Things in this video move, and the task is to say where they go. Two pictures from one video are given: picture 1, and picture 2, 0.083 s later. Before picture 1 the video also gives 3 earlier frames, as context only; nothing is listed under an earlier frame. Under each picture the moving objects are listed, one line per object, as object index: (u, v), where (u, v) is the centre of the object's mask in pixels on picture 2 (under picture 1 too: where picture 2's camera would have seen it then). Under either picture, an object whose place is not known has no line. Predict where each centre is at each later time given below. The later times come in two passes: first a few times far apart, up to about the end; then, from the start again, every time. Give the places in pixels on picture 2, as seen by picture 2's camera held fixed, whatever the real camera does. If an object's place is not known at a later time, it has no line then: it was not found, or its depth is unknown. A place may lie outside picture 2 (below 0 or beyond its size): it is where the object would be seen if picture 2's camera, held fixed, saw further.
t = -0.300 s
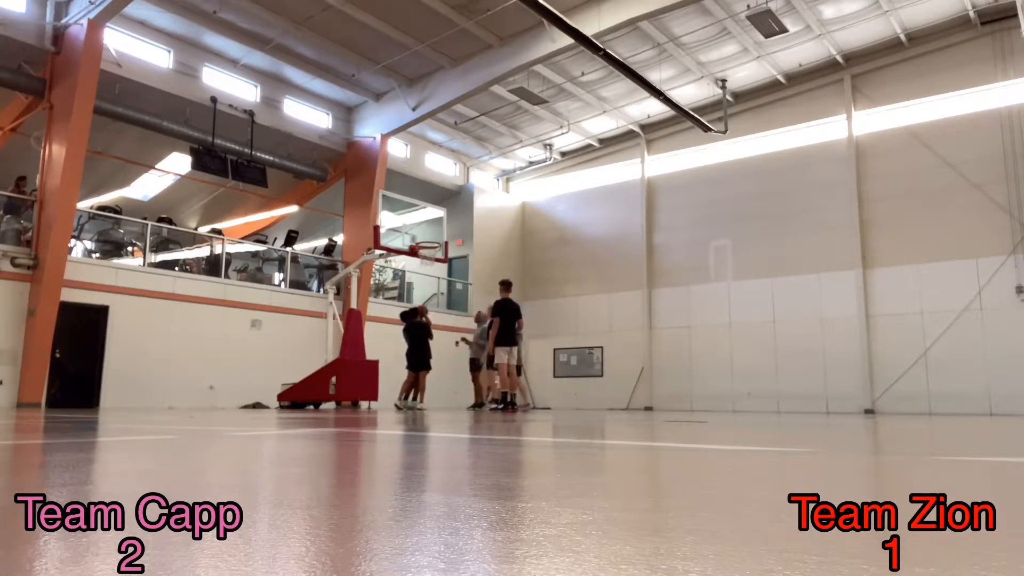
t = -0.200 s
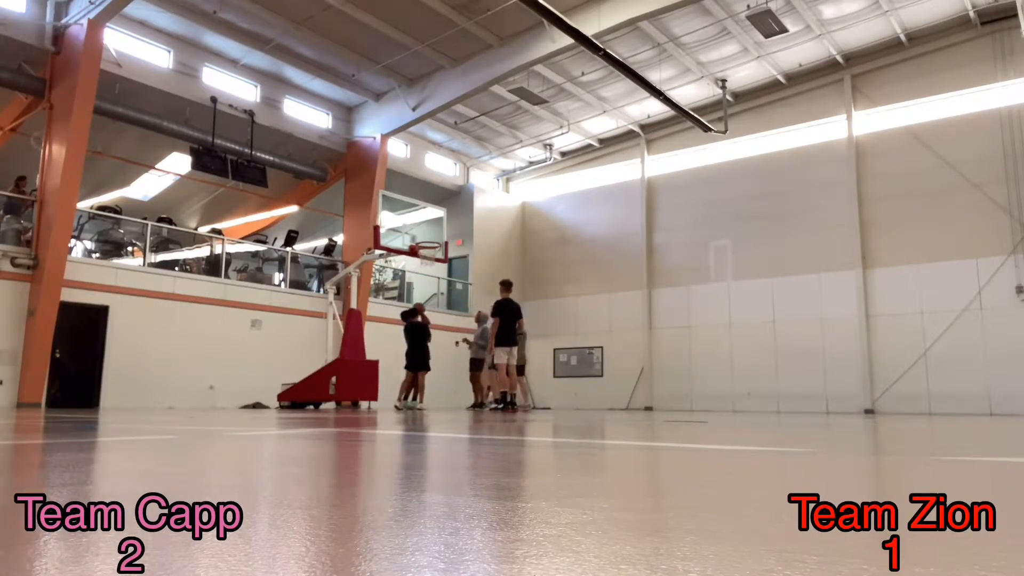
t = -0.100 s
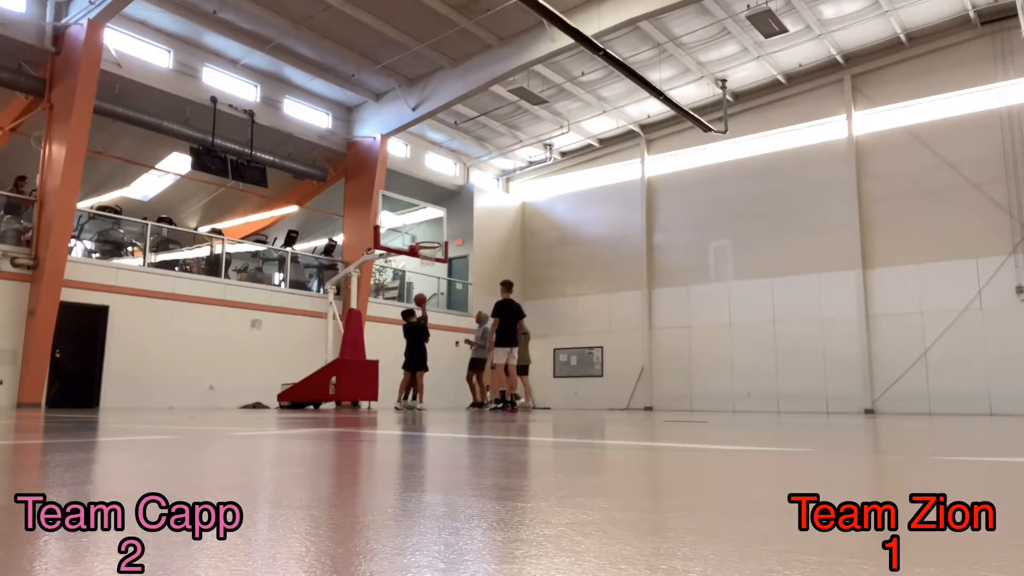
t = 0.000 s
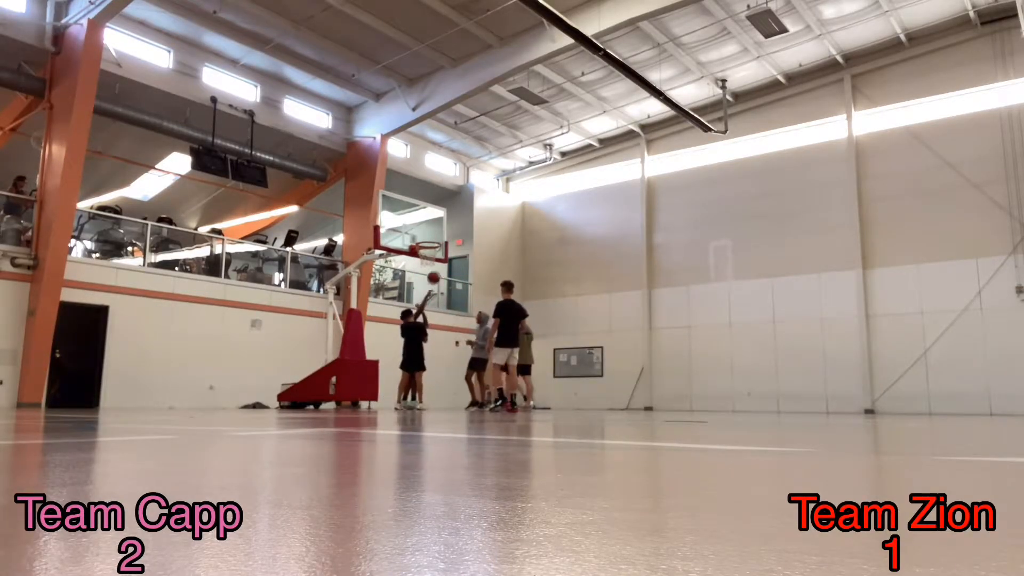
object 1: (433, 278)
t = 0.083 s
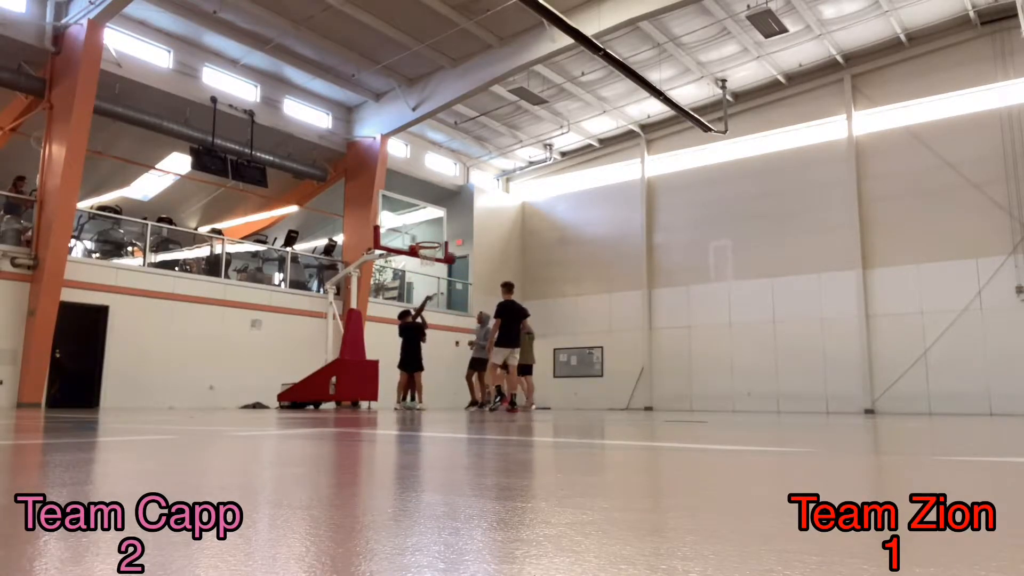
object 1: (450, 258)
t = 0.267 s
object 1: (485, 229)
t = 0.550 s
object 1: (542, 219)
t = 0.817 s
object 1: (598, 248)
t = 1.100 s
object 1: (662, 327)
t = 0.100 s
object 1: (453, 255)
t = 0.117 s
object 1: (456, 252)
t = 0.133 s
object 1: (459, 249)
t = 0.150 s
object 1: (462, 246)
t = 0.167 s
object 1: (466, 243)
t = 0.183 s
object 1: (469, 241)
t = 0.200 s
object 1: (472, 238)
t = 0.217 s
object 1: (475, 236)
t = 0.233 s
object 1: (479, 234)
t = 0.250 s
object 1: (482, 232)
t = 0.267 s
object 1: (485, 229)
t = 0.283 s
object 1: (489, 228)
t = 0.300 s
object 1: (492, 226)
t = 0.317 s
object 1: (495, 224)
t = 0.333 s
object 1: (498, 223)
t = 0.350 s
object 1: (502, 222)
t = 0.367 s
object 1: (505, 221)
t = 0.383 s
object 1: (509, 220)
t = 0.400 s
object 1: (512, 219)
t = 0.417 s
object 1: (515, 218)
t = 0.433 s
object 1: (518, 218)
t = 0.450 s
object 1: (522, 218)
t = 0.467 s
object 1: (525, 217)
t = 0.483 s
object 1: (528, 217)
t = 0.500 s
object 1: (532, 218)
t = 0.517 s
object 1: (535, 218)
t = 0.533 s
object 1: (539, 218)
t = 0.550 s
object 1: (542, 219)
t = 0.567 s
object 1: (545, 219)
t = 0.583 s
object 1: (549, 220)
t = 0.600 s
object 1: (552, 221)
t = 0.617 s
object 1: (556, 222)
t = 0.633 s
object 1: (559, 224)
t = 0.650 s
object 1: (563, 225)
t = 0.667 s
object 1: (566, 227)
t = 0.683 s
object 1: (570, 228)
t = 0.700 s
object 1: (573, 230)
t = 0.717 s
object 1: (577, 232)
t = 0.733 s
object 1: (580, 234)
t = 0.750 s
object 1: (584, 237)
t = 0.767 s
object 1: (587, 239)
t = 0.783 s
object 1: (591, 242)
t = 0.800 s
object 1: (594, 245)
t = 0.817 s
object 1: (598, 248)
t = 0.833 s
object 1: (602, 251)
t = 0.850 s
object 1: (605, 255)
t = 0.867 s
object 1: (609, 258)
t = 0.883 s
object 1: (613, 262)
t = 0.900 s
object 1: (616, 266)
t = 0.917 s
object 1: (620, 270)
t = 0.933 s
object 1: (624, 274)
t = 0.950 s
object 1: (628, 279)
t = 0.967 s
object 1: (631, 283)
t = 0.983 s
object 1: (635, 288)
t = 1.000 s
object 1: (639, 293)
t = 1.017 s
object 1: (642, 298)
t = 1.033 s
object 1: (647, 304)
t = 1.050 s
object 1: (650, 309)
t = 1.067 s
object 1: (655, 315)
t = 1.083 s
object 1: (659, 321)
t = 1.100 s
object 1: (662, 327)
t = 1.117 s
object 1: (666, 333)
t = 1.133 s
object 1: (670, 339)
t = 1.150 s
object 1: (674, 346)
